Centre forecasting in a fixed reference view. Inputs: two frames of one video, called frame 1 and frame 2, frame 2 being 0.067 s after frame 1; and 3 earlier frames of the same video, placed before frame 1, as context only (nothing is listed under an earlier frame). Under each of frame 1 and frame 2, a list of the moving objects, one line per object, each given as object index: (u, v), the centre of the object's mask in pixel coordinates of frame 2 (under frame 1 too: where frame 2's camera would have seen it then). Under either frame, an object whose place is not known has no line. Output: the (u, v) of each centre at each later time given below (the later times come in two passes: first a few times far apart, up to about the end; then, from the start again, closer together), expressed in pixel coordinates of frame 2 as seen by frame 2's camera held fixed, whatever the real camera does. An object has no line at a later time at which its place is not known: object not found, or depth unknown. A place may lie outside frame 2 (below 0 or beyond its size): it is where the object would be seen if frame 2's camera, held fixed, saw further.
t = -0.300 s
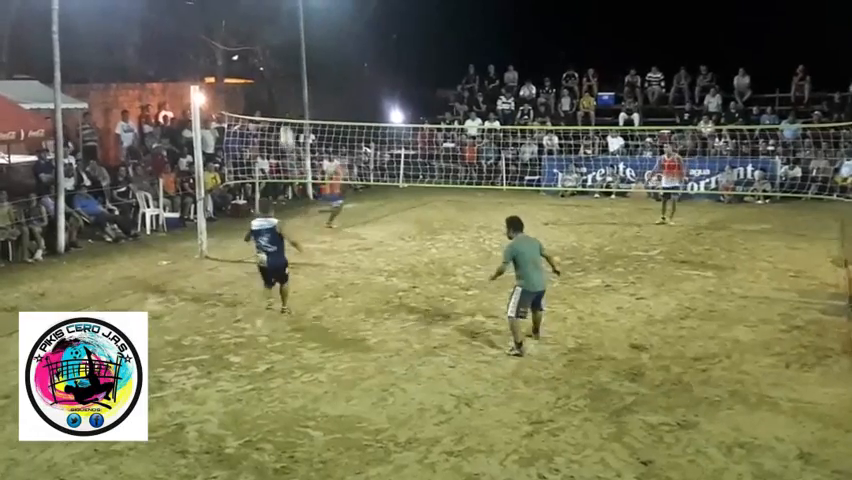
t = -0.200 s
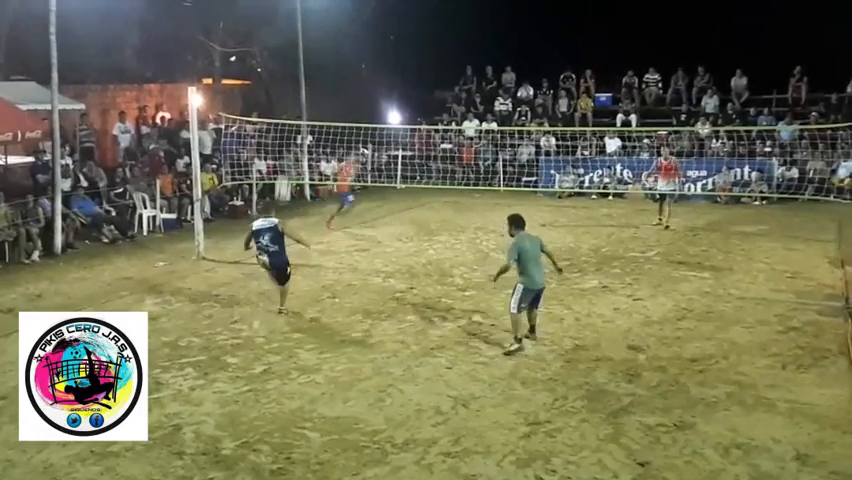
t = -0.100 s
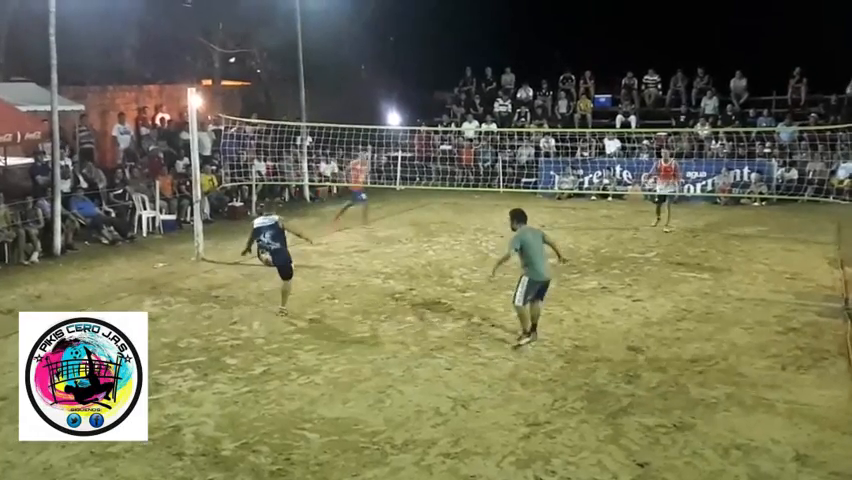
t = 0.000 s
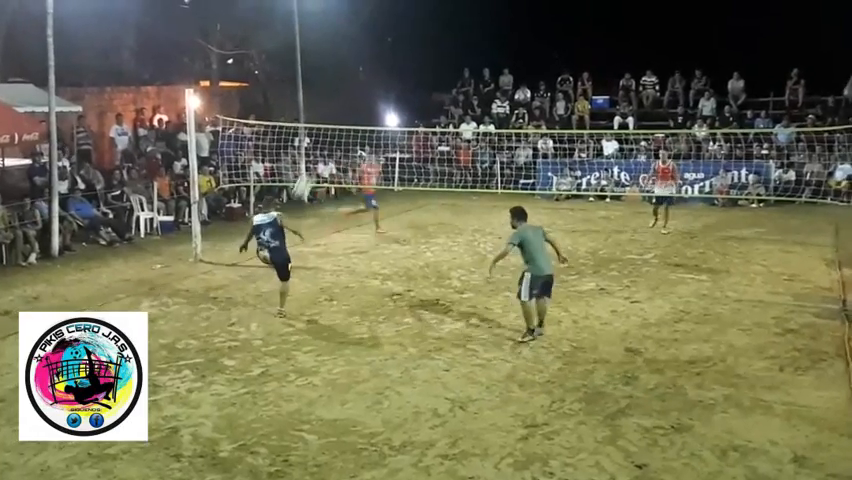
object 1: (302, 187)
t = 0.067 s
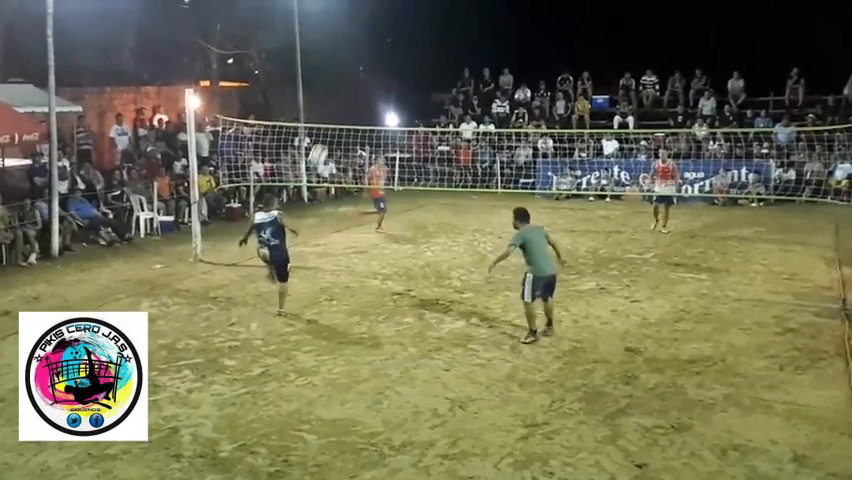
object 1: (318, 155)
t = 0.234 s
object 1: (356, 90)
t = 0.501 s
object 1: (424, 25)
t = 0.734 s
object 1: (486, 13)
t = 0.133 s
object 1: (333, 127)
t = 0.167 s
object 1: (340, 114)
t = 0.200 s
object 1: (348, 102)
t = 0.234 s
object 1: (356, 90)
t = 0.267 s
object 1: (364, 79)
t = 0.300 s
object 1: (372, 70)
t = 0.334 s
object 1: (380, 60)
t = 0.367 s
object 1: (389, 51)
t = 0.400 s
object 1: (397, 43)
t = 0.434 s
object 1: (406, 37)
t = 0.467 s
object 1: (415, 31)
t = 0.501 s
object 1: (424, 25)
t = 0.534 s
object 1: (432, 21)
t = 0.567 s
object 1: (441, 17)
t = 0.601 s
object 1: (450, 15)
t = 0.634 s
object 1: (459, 14)
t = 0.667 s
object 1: (468, 13)
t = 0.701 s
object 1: (478, 13)
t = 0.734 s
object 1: (486, 13)
